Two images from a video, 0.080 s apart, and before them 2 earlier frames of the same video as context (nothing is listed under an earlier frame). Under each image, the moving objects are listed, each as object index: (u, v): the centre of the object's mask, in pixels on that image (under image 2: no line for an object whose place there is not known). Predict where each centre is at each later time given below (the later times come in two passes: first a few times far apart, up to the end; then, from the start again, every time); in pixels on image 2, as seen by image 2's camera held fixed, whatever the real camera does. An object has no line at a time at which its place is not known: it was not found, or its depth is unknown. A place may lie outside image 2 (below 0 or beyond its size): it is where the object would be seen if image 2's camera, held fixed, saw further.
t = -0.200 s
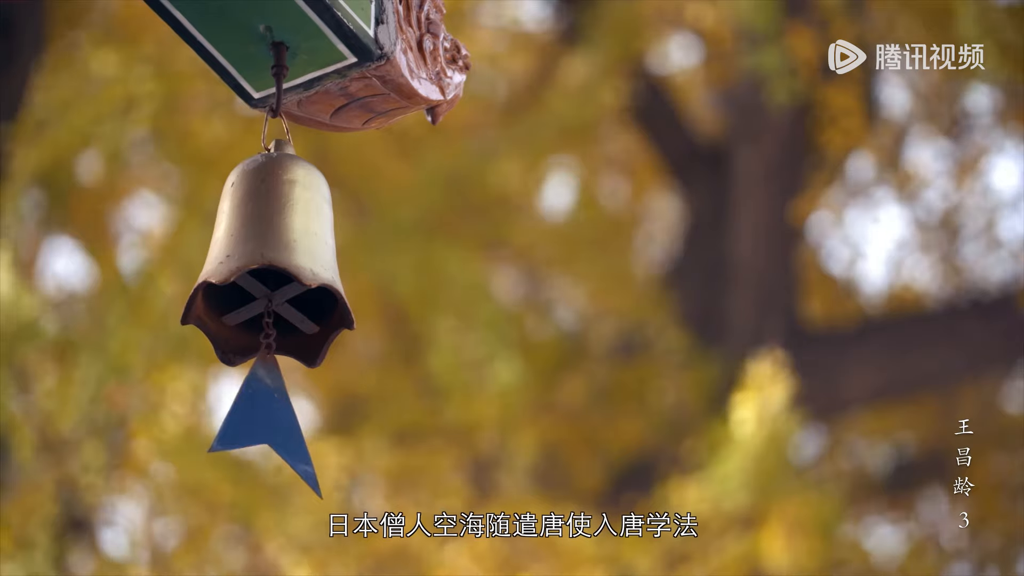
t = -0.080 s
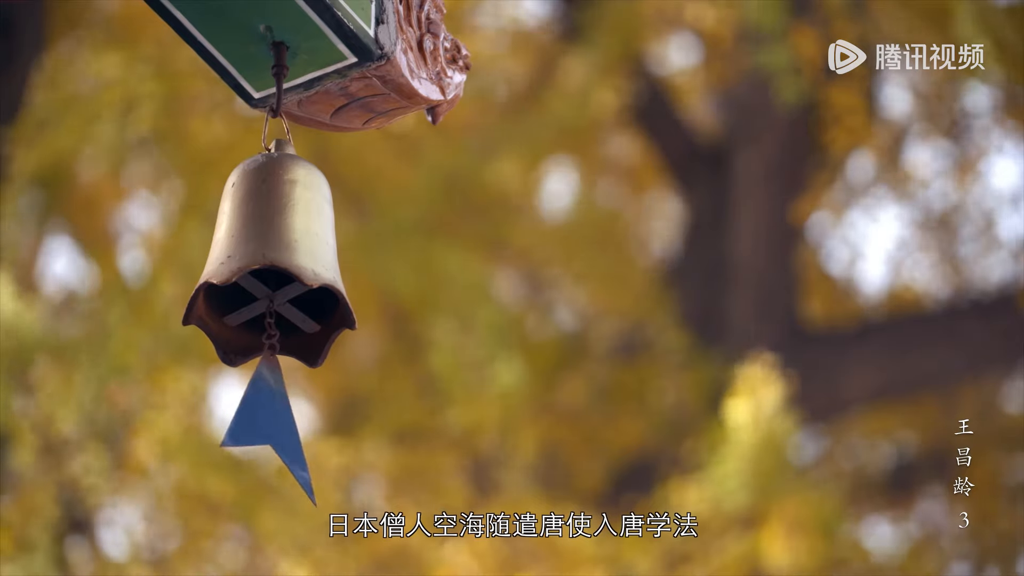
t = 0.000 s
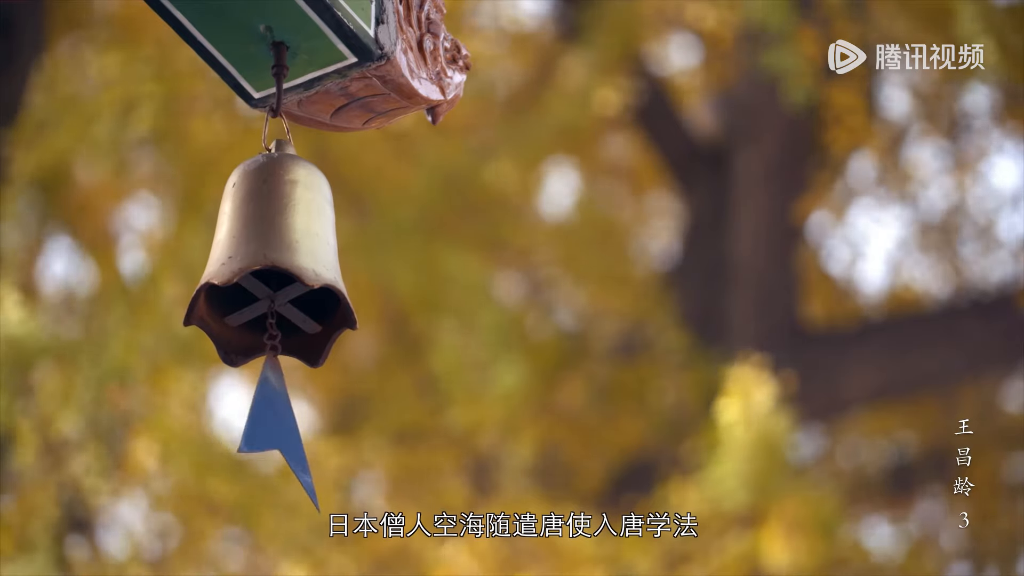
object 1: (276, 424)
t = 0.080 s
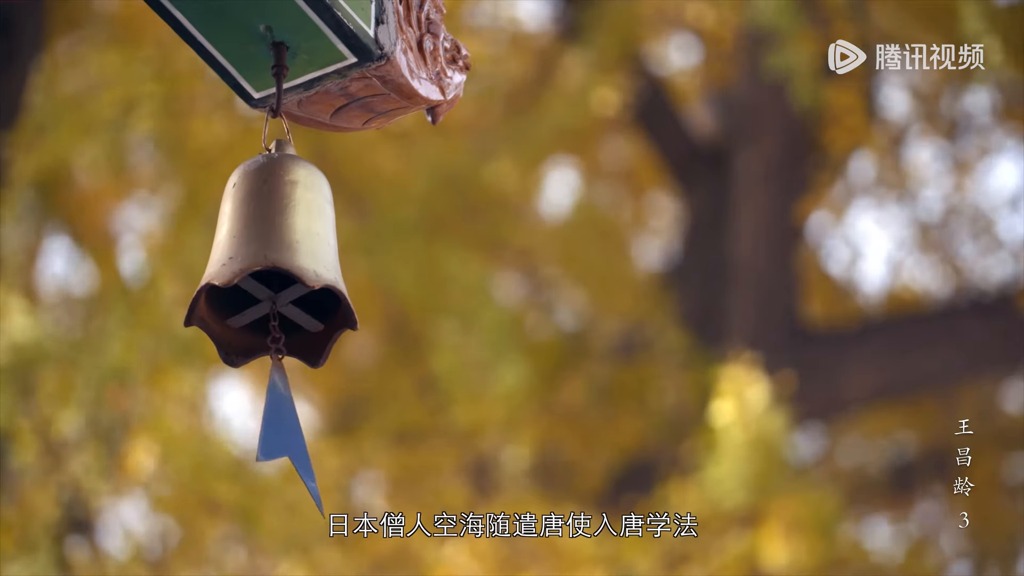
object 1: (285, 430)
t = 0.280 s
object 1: (300, 442)
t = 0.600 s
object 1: (273, 438)
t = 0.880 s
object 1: (246, 431)
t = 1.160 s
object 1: (281, 441)
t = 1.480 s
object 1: (288, 435)
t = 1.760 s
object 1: (262, 428)
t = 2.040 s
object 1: (290, 440)
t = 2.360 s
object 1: (293, 449)
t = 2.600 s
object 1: (268, 439)
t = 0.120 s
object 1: (289, 433)
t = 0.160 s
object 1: (293, 436)
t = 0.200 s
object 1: (296, 438)
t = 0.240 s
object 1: (299, 440)
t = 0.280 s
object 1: (300, 442)
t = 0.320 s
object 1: (301, 442)
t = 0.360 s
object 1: (300, 443)
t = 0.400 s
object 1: (299, 443)
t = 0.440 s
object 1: (296, 443)
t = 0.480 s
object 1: (292, 442)
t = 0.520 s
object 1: (287, 441)
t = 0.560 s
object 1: (280, 440)
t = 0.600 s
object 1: (273, 438)
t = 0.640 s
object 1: (265, 435)
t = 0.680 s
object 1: (259, 433)
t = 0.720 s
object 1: (254, 432)
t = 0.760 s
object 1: (249, 431)
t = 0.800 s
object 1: (246, 430)
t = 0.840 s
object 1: (245, 430)
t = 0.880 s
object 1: (246, 431)
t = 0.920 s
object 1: (248, 432)
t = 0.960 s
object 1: (251, 434)
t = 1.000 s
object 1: (256, 435)
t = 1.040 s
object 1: (262, 437)
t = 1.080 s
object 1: (268, 439)
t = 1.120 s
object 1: (275, 440)
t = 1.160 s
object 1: (281, 441)
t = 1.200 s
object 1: (287, 442)
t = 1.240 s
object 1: (292, 442)
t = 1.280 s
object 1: (295, 441)
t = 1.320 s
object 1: (297, 440)
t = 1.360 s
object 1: (297, 439)
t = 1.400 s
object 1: (296, 438)
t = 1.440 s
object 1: (292, 437)
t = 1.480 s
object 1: (288, 435)
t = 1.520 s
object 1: (283, 434)
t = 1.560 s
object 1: (278, 433)
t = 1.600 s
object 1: (273, 431)
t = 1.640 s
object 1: (268, 430)
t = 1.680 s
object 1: (265, 430)
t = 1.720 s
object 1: (263, 429)
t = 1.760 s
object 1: (262, 428)
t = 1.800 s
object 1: (263, 429)
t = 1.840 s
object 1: (266, 443)
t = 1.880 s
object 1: (268, 436)
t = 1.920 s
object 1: (273, 434)
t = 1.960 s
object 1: (279, 435)
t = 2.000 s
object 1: (285, 437)
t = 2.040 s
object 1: (290, 440)
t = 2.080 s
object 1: (294, 443)
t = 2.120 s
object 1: (298, 444)
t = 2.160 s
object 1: (300, 446)
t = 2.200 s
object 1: (301, 448)
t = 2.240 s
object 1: (301, 448)
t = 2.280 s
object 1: (299, 449)
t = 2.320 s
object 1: (296, 450)
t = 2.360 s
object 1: (293, 449)
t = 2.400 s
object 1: (289, 448)
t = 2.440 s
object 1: (285, 447)
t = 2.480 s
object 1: (280, 445)
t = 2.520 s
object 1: (275, 444)
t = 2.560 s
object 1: (271, 441)
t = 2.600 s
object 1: (268, 439)
